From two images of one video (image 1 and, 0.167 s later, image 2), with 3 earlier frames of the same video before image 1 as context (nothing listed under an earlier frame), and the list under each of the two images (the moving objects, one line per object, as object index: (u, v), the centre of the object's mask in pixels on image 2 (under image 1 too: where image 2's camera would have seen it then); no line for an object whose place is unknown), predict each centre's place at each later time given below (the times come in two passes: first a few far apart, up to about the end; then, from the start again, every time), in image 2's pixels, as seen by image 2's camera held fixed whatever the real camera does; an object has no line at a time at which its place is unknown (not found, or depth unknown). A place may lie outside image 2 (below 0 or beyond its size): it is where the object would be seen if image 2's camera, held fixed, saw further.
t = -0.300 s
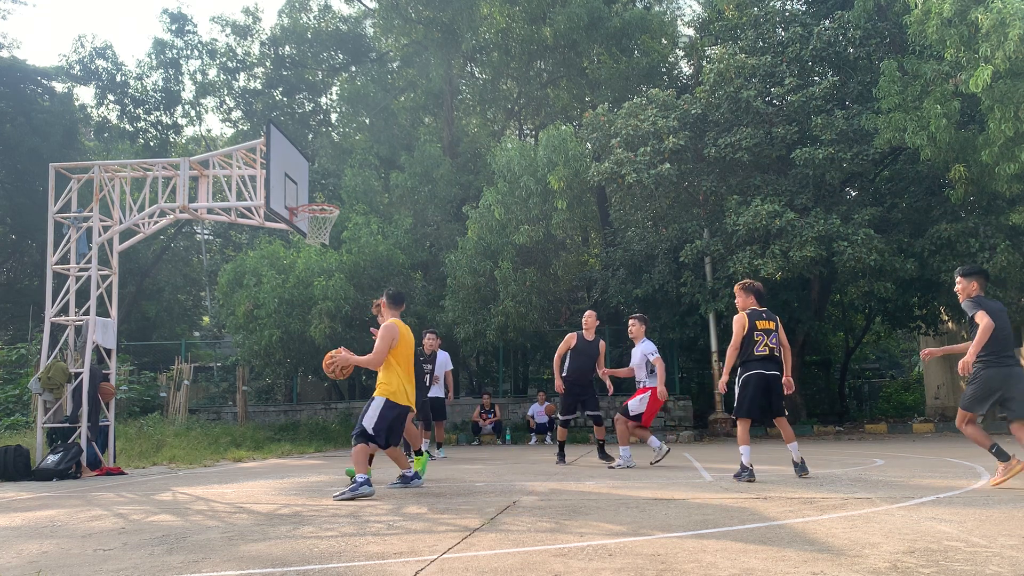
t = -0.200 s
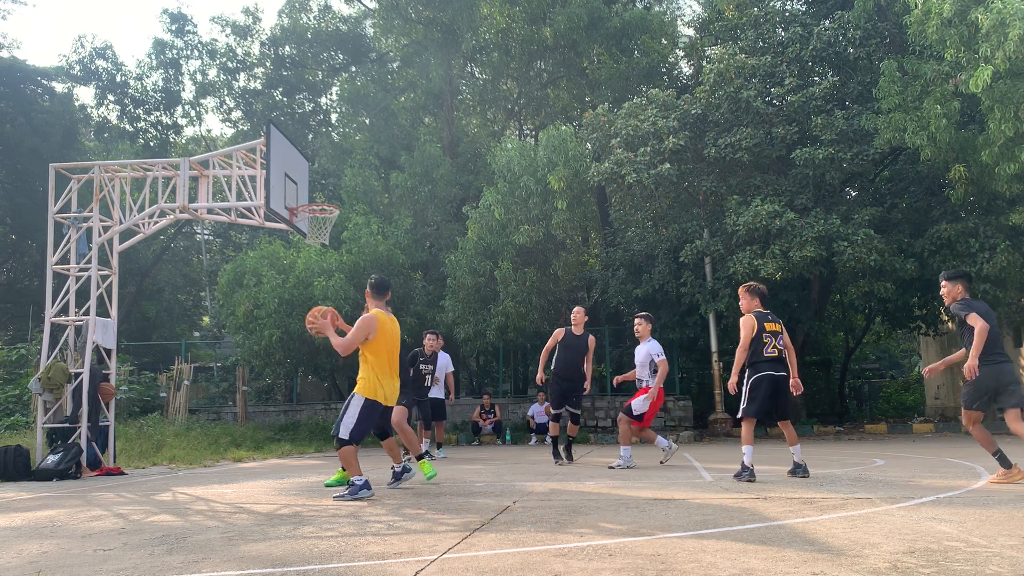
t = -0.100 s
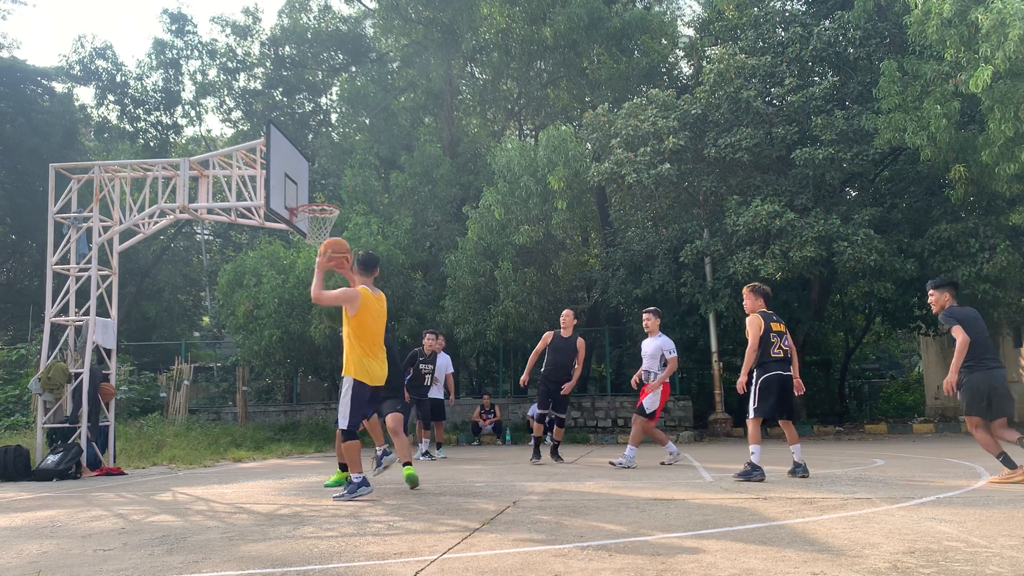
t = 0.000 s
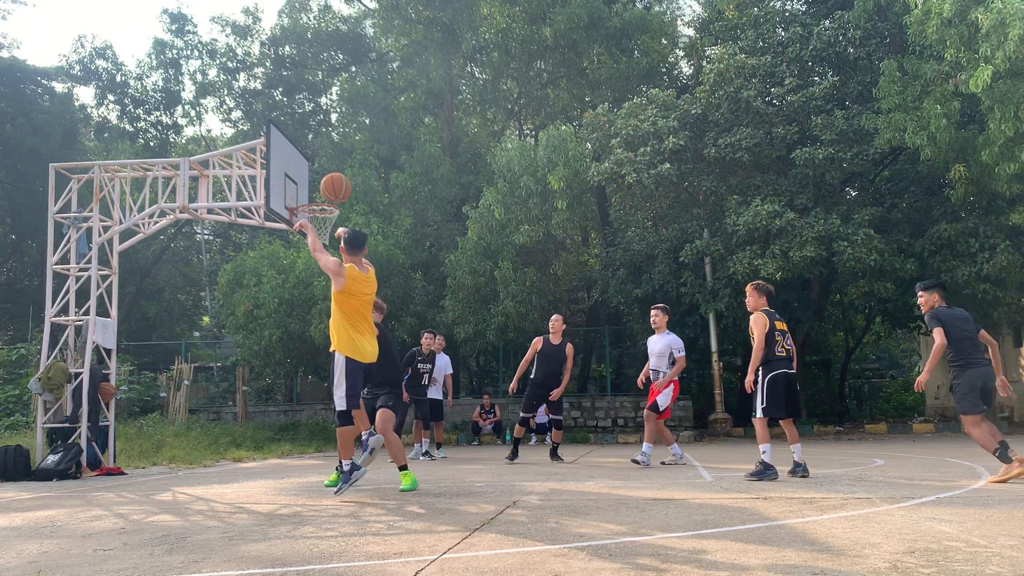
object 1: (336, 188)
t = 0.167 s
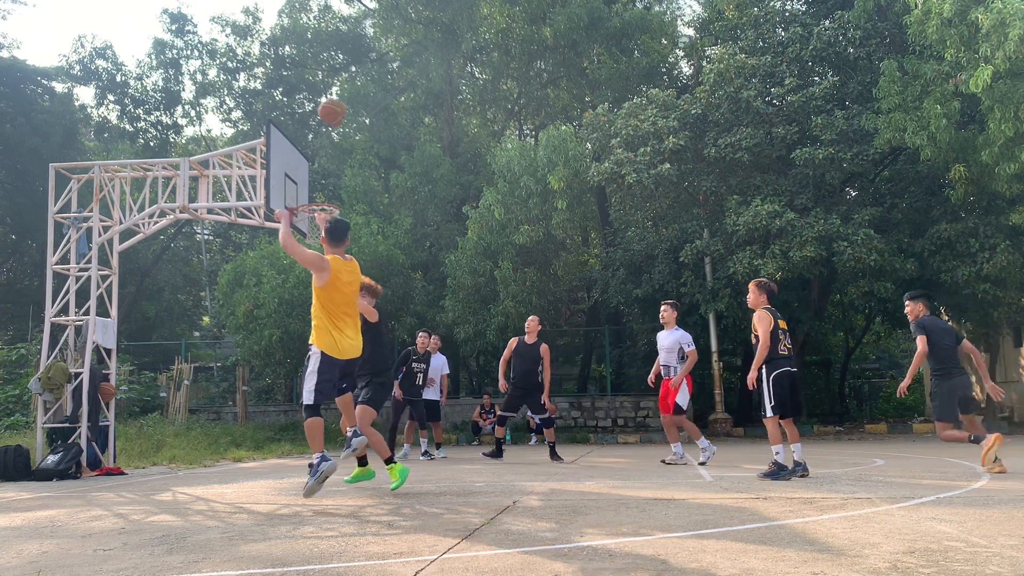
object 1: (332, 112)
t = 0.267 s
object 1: (331, 87)
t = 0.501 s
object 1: (327, 71)
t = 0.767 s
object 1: (323, 112)
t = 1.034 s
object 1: (322, 195)
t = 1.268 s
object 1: (341, 166)
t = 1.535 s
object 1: (366, 190)
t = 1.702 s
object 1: (385, 245)
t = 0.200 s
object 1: (332, 102)
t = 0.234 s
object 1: (331, 94)
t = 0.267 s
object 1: (331, 87)
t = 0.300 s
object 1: (330, 81)
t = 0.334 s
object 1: (329, 76)
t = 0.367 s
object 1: (329, 73)
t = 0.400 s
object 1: (328, 71)
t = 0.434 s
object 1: (328, 71)
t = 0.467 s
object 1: (328, 70)
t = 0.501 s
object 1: (327, 71)
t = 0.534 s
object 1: (327, 73)
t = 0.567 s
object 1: (327, 75)
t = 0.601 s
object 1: (326, 79)
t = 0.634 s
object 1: (325, 84)
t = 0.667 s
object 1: (325, 90)
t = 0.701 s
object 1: (324, 97)
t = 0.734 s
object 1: (323, 104)
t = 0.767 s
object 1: (323, 112)
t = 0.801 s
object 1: (323, 121)
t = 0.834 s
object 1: (323, 131)
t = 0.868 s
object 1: (322, 142)
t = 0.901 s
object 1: (322, 152)
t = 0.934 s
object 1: (322, 164)
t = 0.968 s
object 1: (322, 177)
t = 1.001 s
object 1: (322, 189)
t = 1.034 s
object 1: (322, 195)
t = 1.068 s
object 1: (325, 189)
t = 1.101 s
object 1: (327, 183)
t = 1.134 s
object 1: (330, 178)
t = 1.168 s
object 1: (333, 173)
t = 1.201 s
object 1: (335, 170)
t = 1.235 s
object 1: (338, 168)
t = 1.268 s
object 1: (341, 166)
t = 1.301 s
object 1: (344, 165)
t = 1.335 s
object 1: (347, 165)
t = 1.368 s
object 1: (349, 167)
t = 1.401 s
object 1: (353, 169)
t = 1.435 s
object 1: (356, 173)
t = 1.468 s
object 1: (359, 178)
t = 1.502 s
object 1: (363, 184)
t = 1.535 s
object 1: (366, 190)
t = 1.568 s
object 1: (370, 199)
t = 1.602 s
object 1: (374, 208)
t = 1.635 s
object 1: (377, 219)
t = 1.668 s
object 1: (381, 231)
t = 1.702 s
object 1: (385, 245)
